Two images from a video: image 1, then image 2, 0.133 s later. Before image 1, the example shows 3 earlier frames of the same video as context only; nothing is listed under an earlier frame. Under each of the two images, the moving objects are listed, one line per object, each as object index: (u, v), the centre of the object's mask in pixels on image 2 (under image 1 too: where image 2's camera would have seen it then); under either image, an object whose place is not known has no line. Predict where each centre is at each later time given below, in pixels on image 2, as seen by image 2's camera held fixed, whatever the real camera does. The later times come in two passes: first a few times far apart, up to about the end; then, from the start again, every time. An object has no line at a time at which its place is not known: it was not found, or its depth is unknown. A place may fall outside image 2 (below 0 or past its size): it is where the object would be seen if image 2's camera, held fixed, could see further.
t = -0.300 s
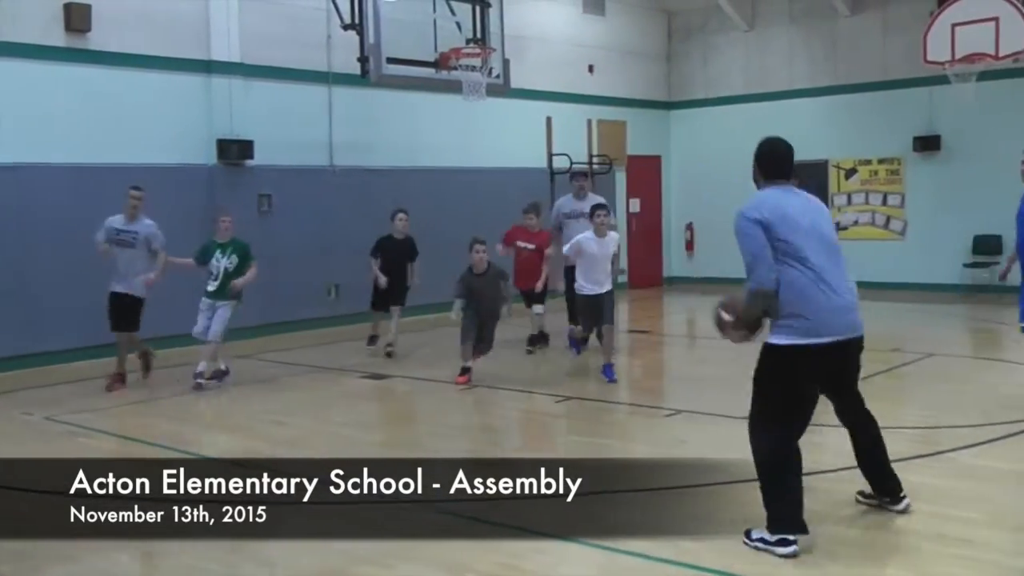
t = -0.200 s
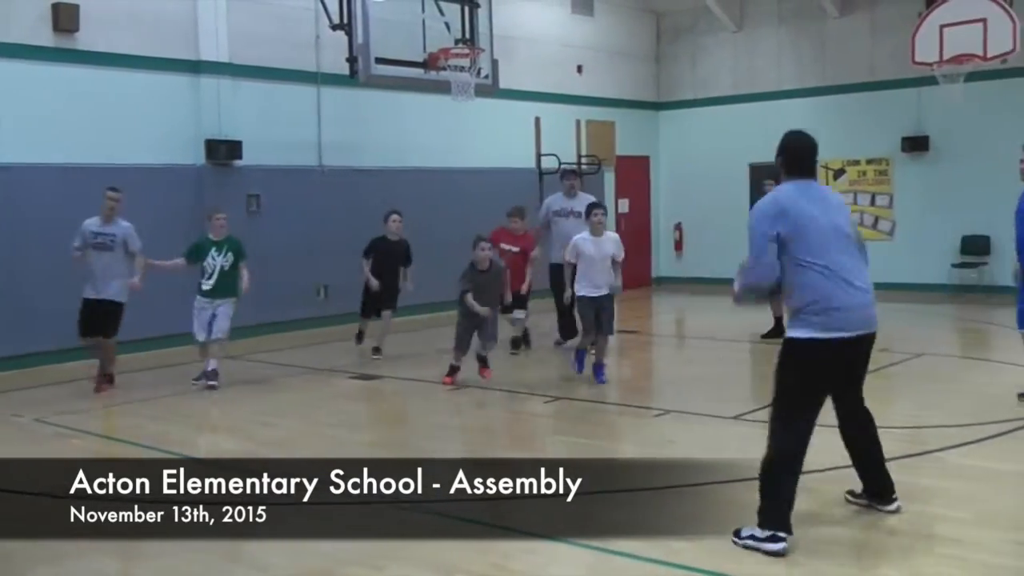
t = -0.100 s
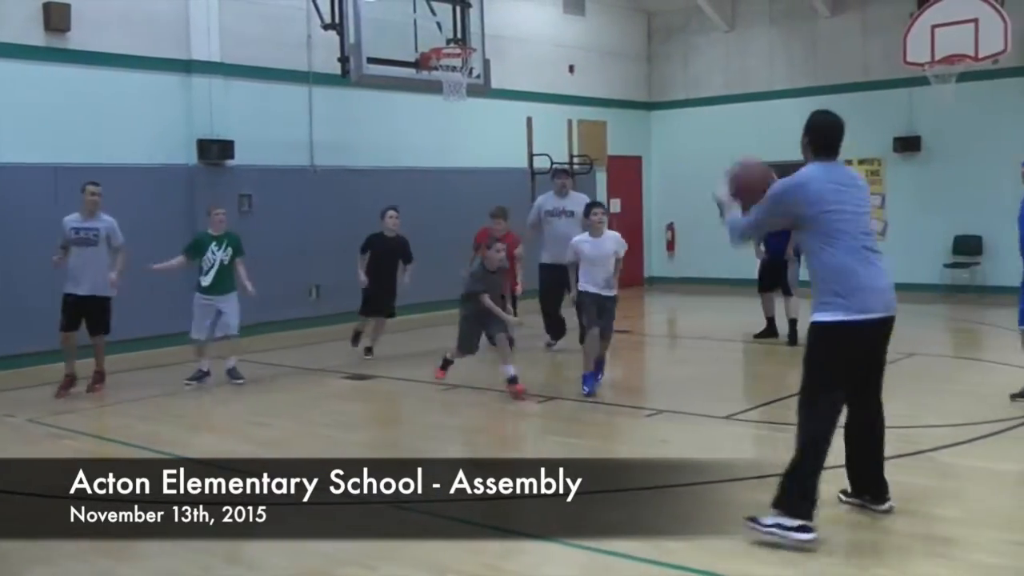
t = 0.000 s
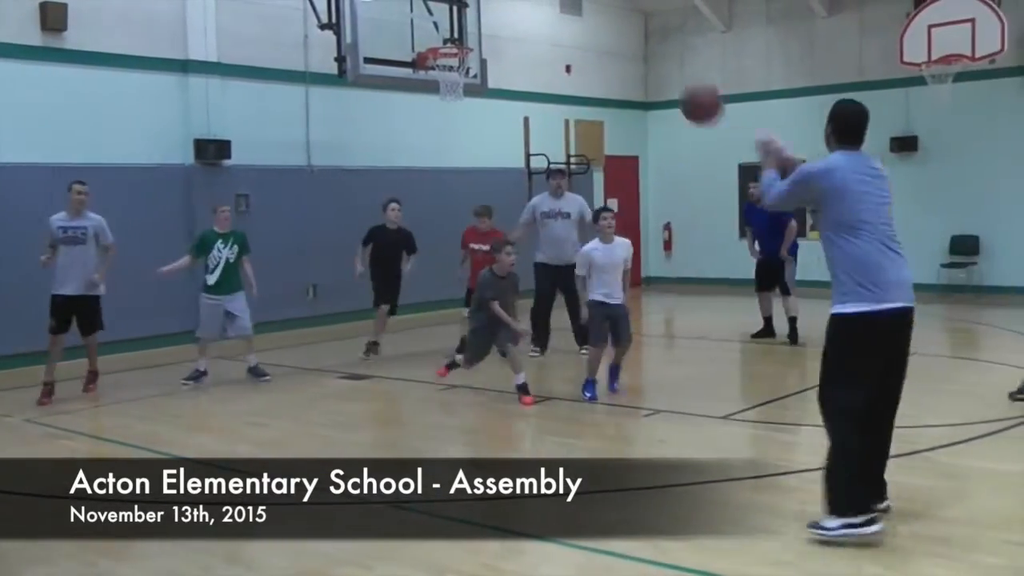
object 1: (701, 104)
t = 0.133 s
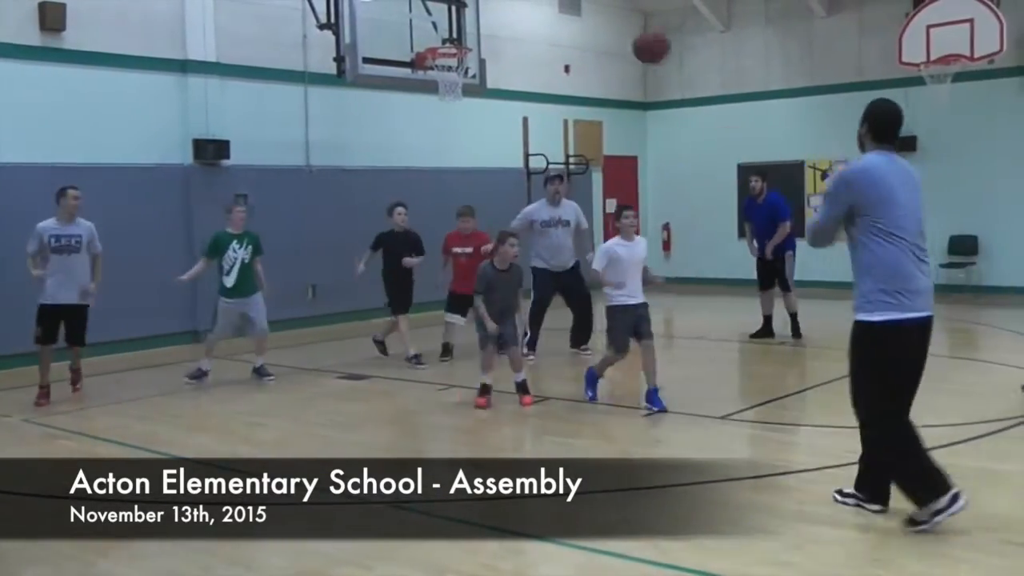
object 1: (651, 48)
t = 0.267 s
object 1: (614, 25)
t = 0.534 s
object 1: (561, 54)
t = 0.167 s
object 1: (641, 40)
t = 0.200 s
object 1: (632, 33)
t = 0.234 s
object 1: (623, 28)
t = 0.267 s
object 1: (614, 25)
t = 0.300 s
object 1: (606, 24)
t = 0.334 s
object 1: (599, 25)
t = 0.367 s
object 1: (591, 27)
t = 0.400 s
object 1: (585, 30)
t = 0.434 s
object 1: (578, 34)
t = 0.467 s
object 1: (572, 40)
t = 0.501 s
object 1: (566, 46)
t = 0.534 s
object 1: (561, 54)
